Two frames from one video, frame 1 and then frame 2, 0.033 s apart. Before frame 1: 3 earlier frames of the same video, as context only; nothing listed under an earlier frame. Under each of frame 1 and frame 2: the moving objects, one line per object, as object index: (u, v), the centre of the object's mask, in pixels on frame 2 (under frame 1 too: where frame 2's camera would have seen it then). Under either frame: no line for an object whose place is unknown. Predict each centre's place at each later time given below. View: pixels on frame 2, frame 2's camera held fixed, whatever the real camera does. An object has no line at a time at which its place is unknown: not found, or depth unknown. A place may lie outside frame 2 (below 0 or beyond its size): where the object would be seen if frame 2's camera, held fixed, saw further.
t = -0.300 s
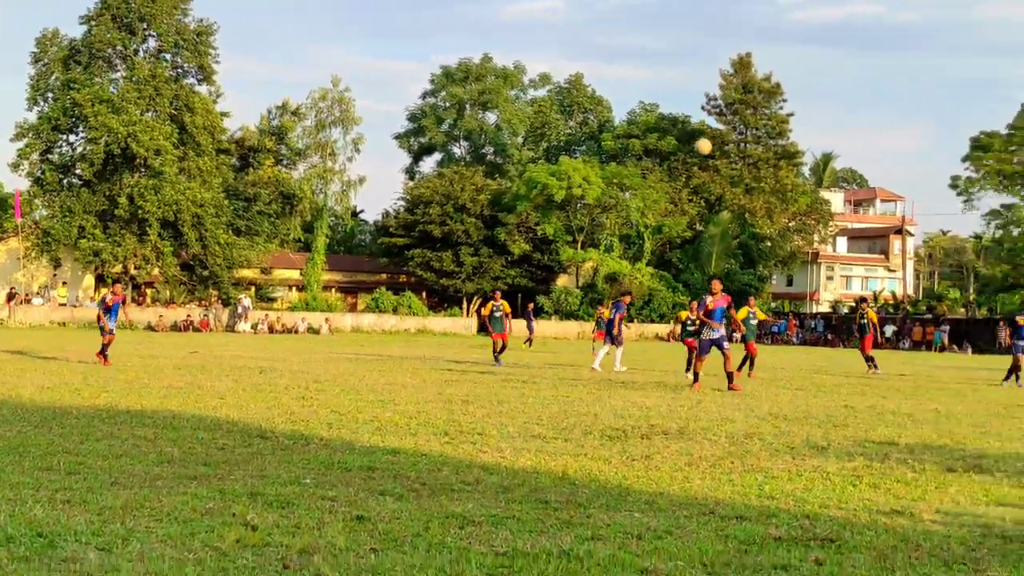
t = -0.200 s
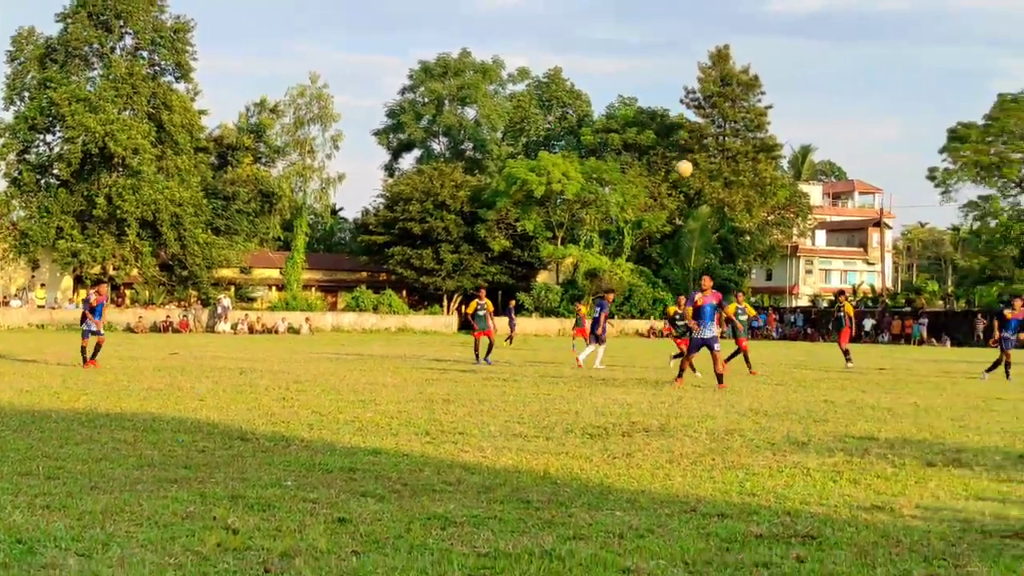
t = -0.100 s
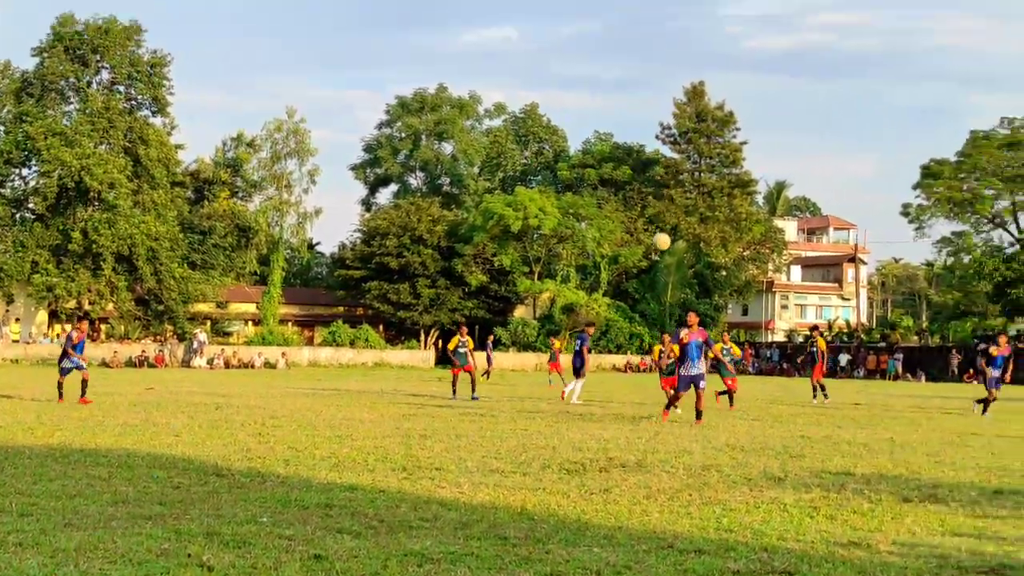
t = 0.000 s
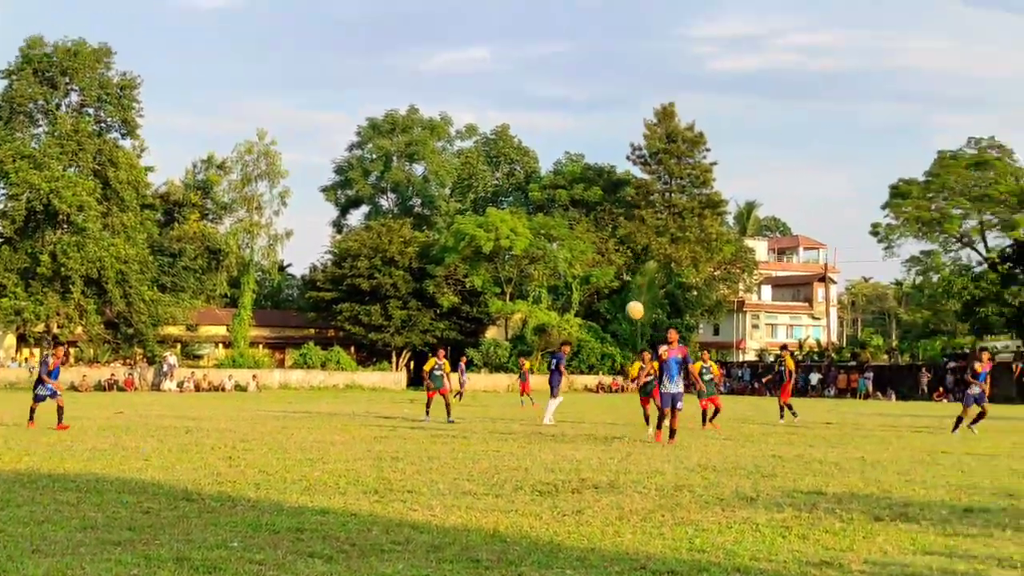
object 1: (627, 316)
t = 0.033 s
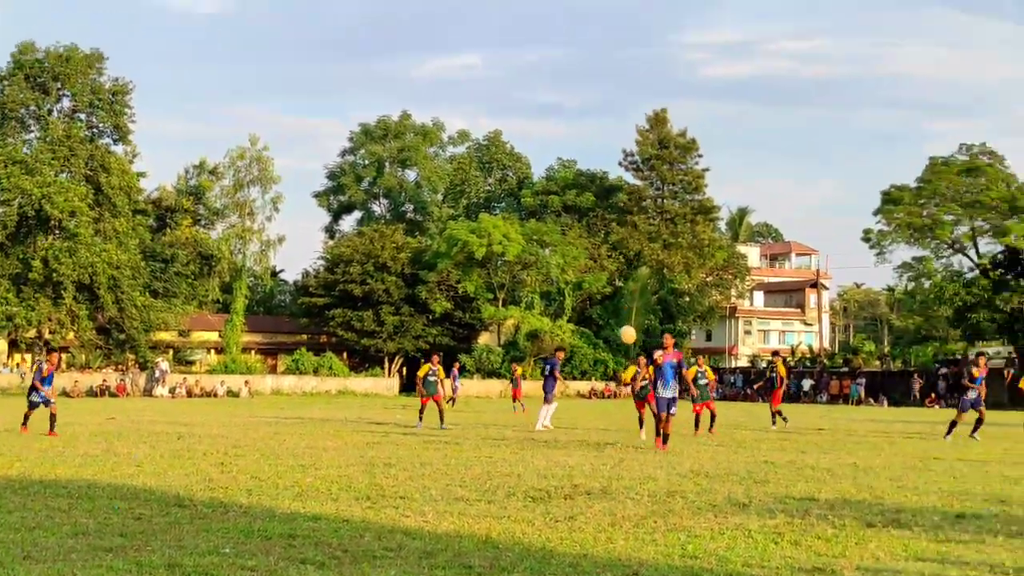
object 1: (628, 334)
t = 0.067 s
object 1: (628, 354)
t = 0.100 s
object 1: (628, 375)
